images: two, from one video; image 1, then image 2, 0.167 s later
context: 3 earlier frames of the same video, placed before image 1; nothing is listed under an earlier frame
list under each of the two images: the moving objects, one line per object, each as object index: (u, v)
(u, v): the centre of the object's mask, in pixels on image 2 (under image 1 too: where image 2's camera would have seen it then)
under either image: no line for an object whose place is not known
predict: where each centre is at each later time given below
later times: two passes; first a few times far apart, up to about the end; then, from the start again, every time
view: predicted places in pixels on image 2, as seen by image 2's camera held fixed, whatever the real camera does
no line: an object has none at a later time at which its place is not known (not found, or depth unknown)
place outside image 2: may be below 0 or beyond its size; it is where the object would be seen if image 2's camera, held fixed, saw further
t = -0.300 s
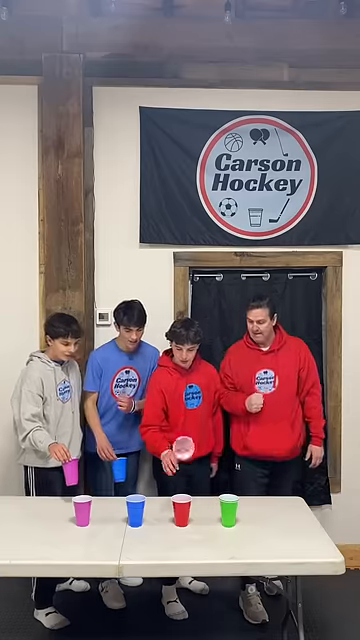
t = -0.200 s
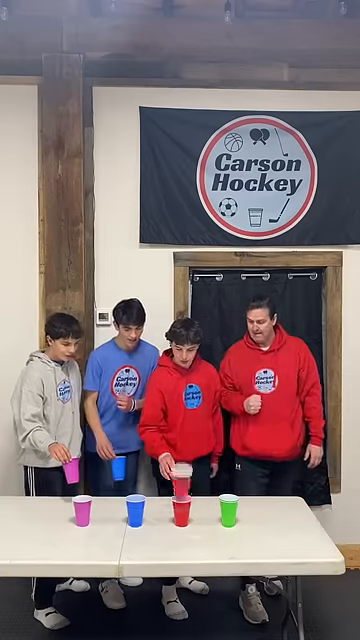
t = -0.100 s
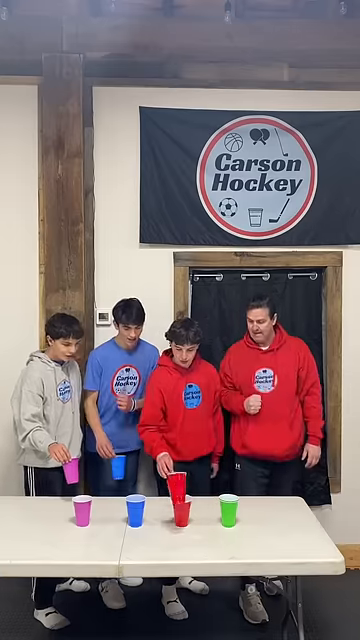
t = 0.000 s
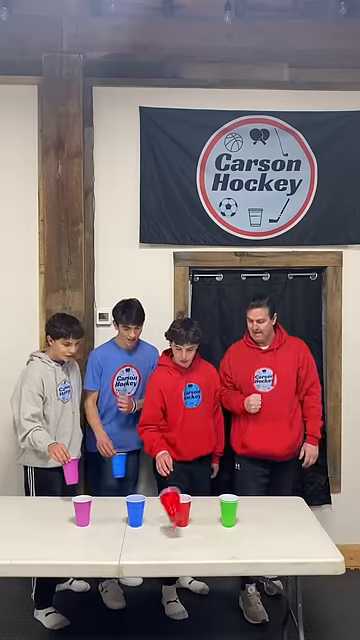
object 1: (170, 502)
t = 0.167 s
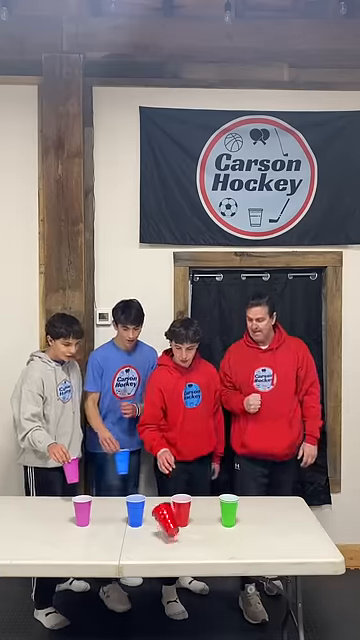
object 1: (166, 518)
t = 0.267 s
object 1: (163, 525)
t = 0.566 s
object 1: (148, 532)
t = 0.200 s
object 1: (165, 519)
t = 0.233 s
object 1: (165, 524)
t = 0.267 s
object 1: (163, 525)
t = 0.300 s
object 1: (162, 525)
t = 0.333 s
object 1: (159, 528)
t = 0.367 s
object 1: (157, 532)
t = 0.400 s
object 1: (156, 531)
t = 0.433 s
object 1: (154, 530)
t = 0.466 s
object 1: (153, 530)
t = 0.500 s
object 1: (151, 532)
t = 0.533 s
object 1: (149, 533)
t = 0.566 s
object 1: (148, 532)
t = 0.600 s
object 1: (147, 533)
